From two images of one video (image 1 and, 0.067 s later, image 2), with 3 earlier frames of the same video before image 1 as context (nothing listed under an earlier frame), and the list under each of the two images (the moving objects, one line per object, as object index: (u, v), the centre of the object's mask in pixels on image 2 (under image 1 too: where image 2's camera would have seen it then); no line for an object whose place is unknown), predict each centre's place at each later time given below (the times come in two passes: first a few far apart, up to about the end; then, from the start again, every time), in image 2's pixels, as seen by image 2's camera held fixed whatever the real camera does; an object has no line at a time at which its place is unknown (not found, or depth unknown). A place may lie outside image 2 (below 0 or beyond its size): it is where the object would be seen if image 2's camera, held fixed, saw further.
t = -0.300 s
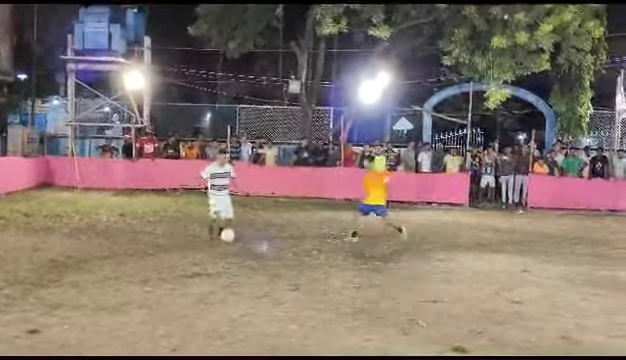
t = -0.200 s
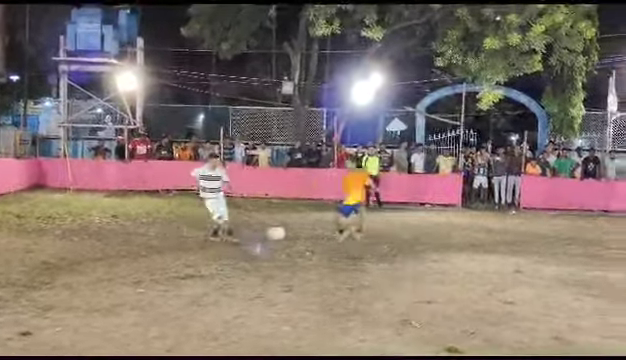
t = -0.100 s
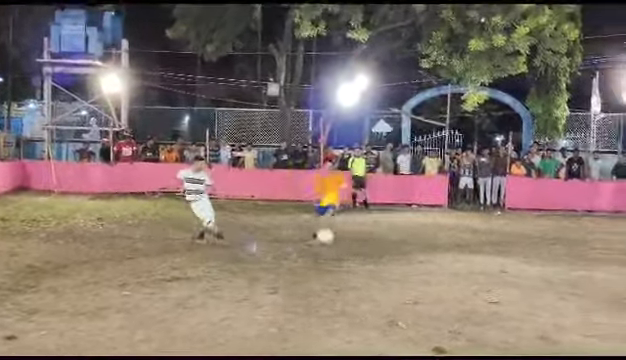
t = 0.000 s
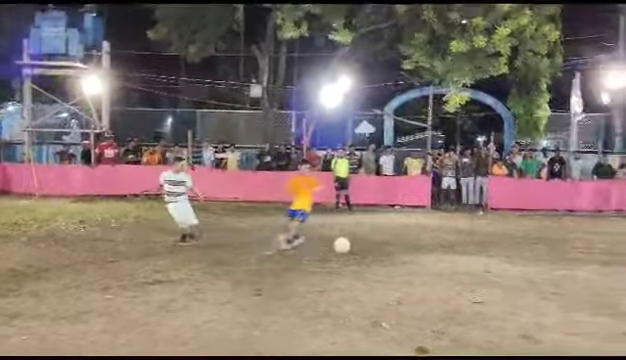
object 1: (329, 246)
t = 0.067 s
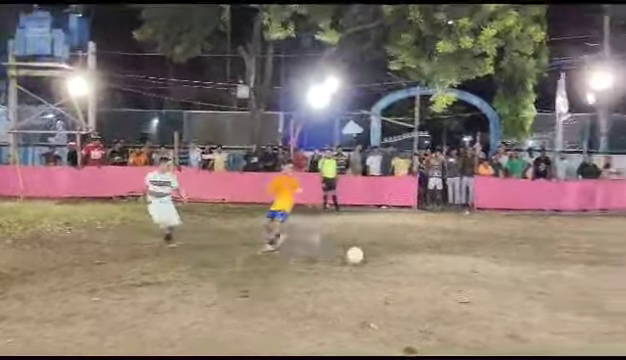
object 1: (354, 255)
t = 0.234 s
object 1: (410, 263)
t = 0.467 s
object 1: (487, 287)
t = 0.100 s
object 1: (368, 261)
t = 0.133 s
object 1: (380, 266)
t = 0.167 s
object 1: (391, 265)
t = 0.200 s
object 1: (400, 264)
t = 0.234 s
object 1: (410, 263)
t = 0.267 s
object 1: (420, 264)
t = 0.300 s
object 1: (430, 265)
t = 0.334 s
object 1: (440, 268)
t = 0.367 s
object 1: (452, 271)
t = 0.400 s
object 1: (463, 275)
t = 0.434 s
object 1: (475, 281)
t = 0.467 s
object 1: (487, 287)
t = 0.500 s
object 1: (499, 291)
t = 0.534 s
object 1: (508, 291)
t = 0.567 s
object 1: (518, 290)
